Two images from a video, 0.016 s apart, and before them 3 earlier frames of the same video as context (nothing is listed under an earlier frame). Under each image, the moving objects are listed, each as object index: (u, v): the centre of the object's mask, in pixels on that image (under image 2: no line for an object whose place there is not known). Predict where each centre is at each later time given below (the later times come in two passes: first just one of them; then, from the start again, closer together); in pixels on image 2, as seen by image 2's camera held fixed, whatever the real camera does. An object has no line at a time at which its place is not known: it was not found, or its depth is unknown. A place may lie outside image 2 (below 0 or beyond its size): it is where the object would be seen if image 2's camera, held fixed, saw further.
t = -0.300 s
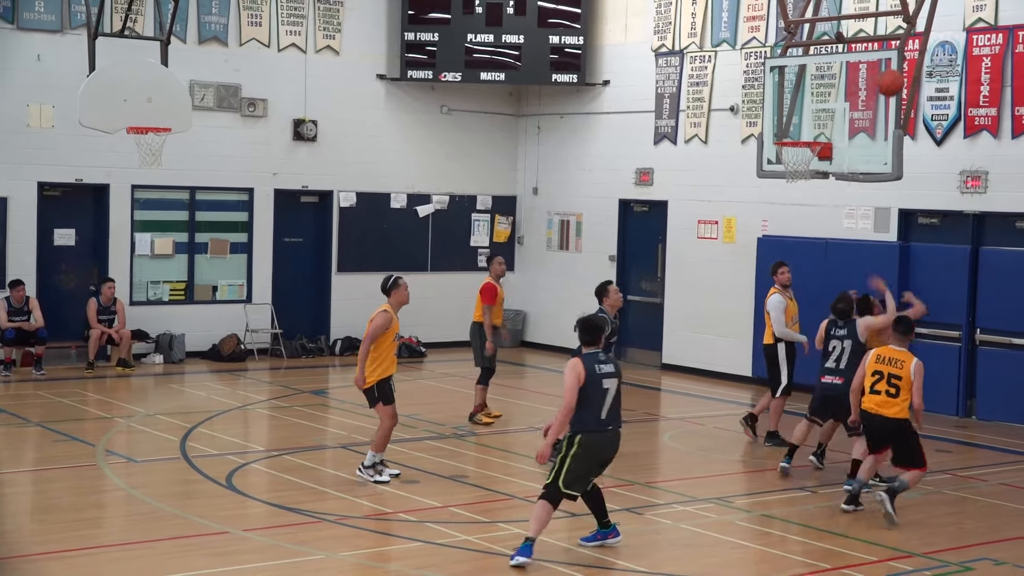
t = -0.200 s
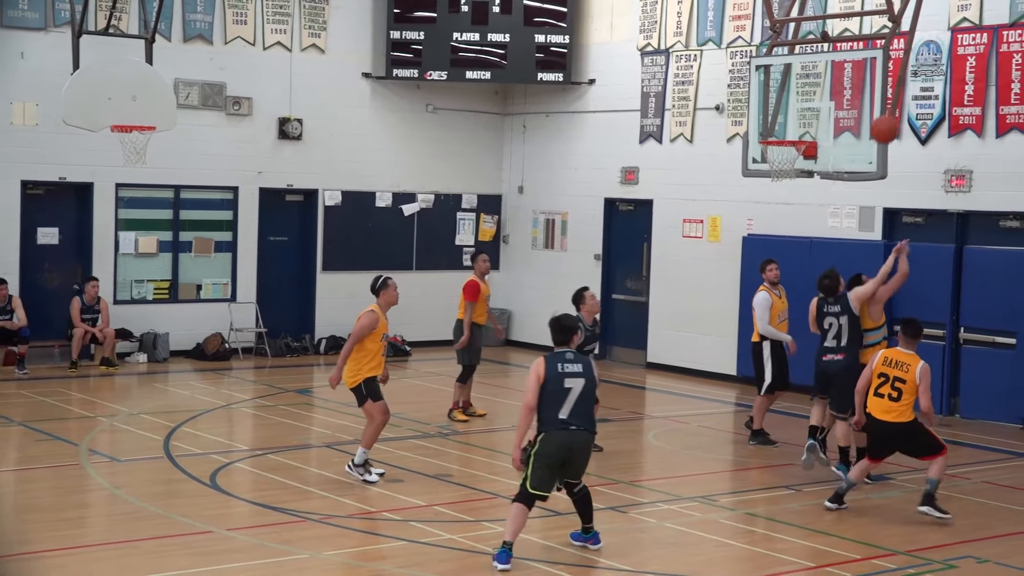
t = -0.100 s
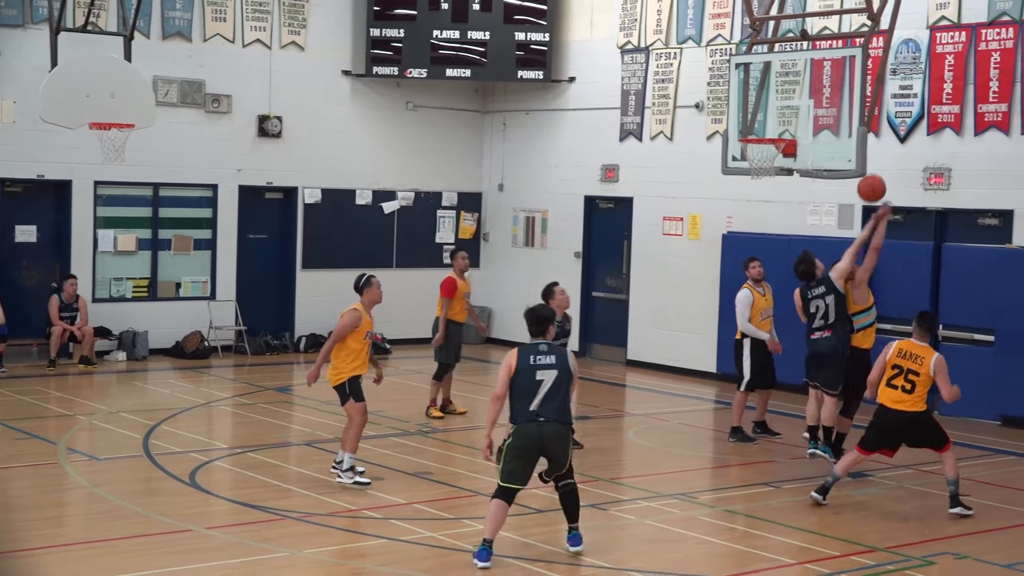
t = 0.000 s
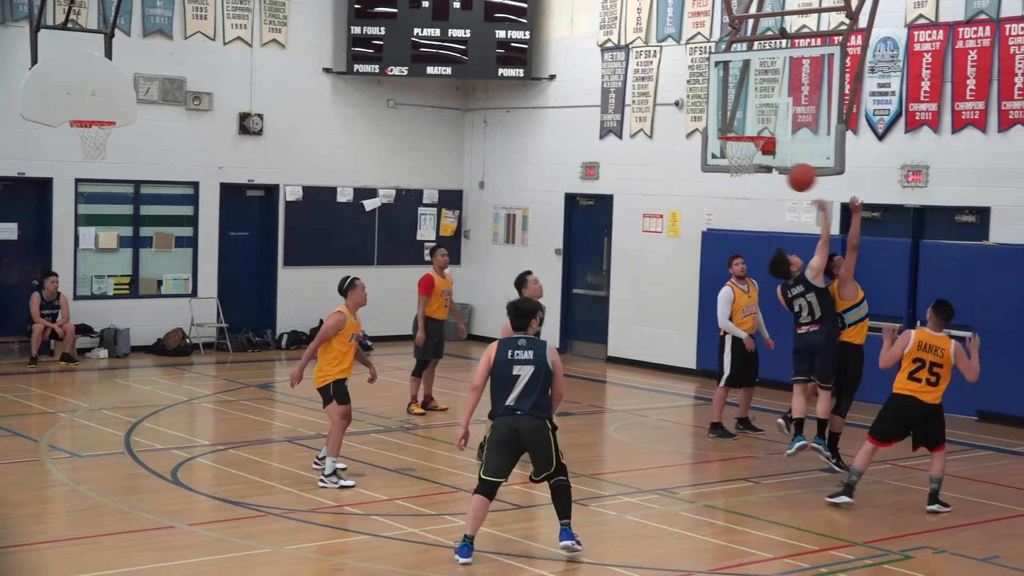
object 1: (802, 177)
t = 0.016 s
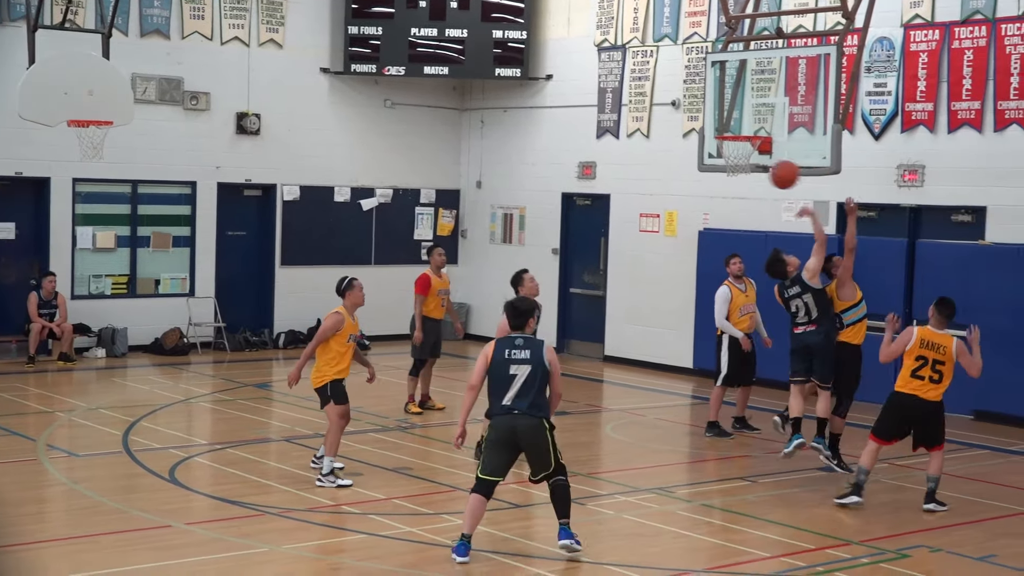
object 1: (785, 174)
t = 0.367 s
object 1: (464, 211)
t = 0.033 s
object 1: (771, 172)
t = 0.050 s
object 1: (757, 171)
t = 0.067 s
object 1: (743, 169)
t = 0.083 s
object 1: (730, 168)
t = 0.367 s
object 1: (464, 211)
